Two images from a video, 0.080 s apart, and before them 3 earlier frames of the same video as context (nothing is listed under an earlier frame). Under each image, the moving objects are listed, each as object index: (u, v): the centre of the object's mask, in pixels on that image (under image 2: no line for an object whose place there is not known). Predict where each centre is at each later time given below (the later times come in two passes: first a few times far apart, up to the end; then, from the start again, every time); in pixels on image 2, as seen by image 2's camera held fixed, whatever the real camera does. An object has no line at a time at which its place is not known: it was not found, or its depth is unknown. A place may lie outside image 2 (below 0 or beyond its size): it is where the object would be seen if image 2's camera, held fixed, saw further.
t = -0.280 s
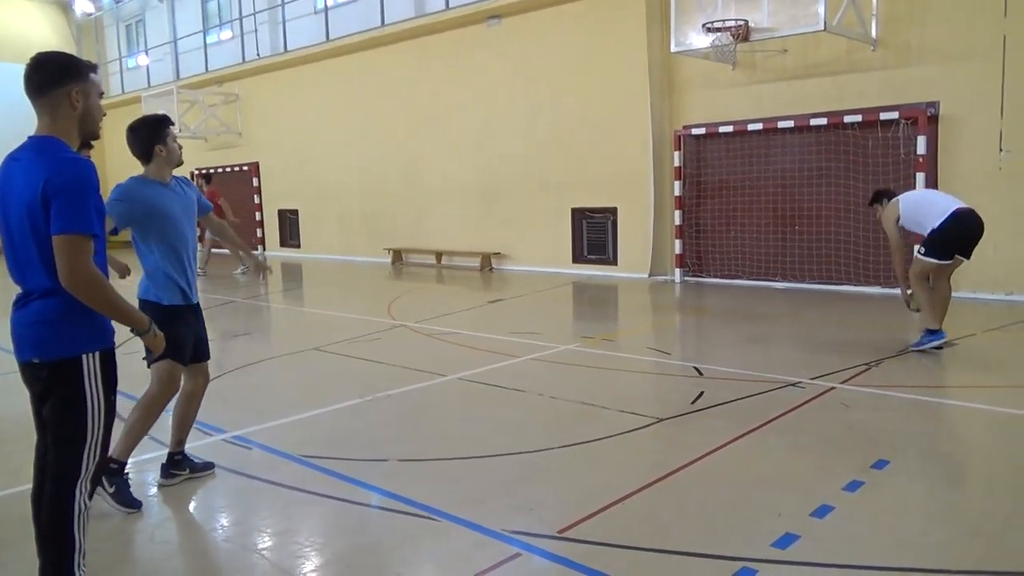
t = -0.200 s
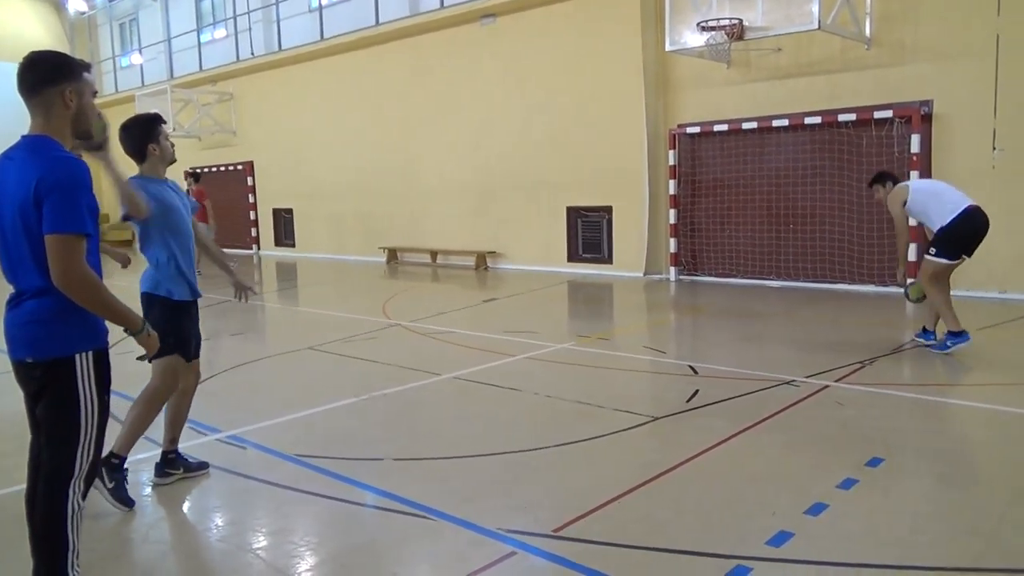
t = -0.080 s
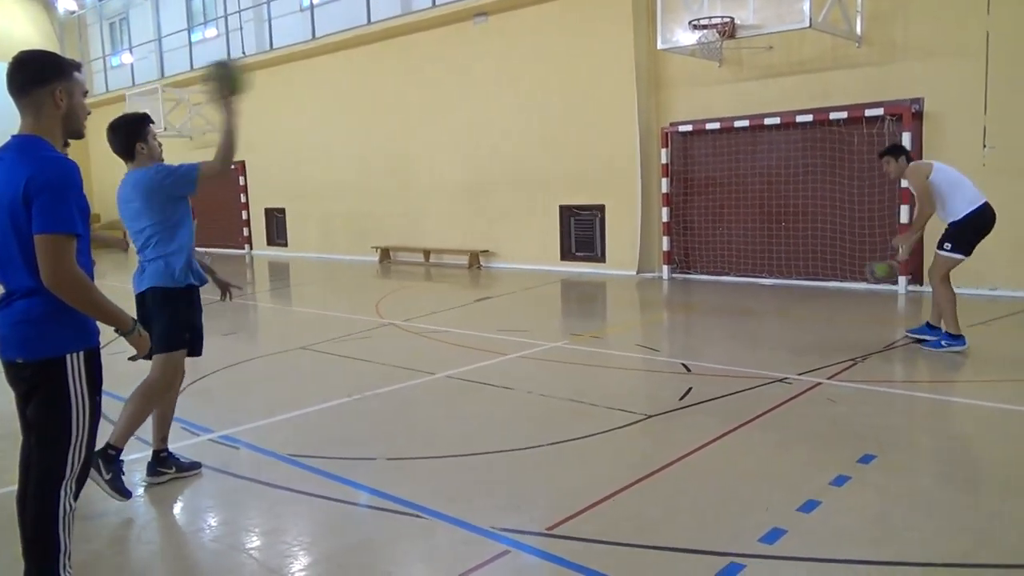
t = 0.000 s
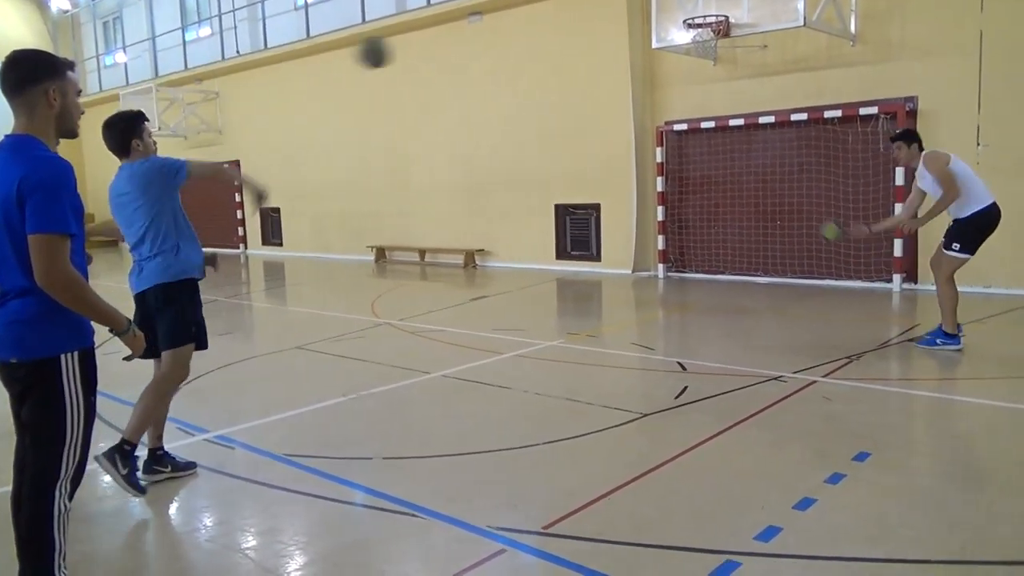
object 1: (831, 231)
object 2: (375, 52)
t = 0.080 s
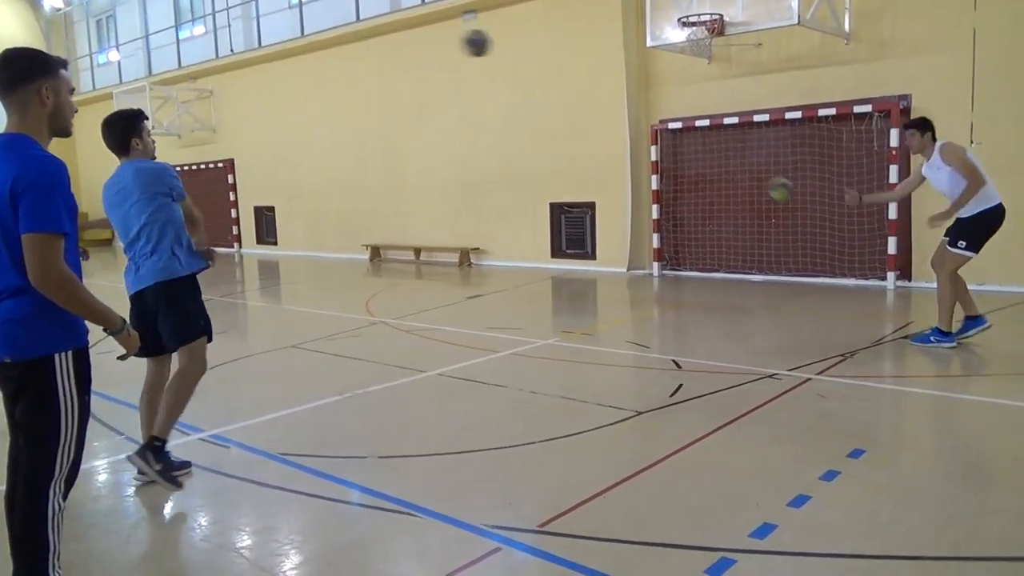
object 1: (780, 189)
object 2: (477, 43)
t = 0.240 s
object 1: (682, 127)
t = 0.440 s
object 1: (547, 94)
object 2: (722, 95)
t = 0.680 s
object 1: (367, 130)
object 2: (770, 149)
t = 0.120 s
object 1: (756, 171)
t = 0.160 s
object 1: (732, 154)
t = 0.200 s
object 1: (707, 140)
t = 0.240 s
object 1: (682, 127)
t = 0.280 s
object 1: (656, 116)
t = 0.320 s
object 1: (629, 107)
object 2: (666, 69)
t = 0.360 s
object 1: (603, 101)
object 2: (686, 77)
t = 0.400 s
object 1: (575, 96)
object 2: (705, 86)
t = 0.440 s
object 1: (547, 94)
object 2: (722, 95)
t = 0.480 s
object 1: (519, 93)
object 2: (737, 105)
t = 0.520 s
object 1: (489, 95)
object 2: (749, 115)
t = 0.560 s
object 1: (459, 100)
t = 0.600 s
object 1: (428, 107)
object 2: (774, 138)
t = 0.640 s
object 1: (397, 117)
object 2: (780, 143)
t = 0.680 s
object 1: (367, 130)
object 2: (770, 149)
